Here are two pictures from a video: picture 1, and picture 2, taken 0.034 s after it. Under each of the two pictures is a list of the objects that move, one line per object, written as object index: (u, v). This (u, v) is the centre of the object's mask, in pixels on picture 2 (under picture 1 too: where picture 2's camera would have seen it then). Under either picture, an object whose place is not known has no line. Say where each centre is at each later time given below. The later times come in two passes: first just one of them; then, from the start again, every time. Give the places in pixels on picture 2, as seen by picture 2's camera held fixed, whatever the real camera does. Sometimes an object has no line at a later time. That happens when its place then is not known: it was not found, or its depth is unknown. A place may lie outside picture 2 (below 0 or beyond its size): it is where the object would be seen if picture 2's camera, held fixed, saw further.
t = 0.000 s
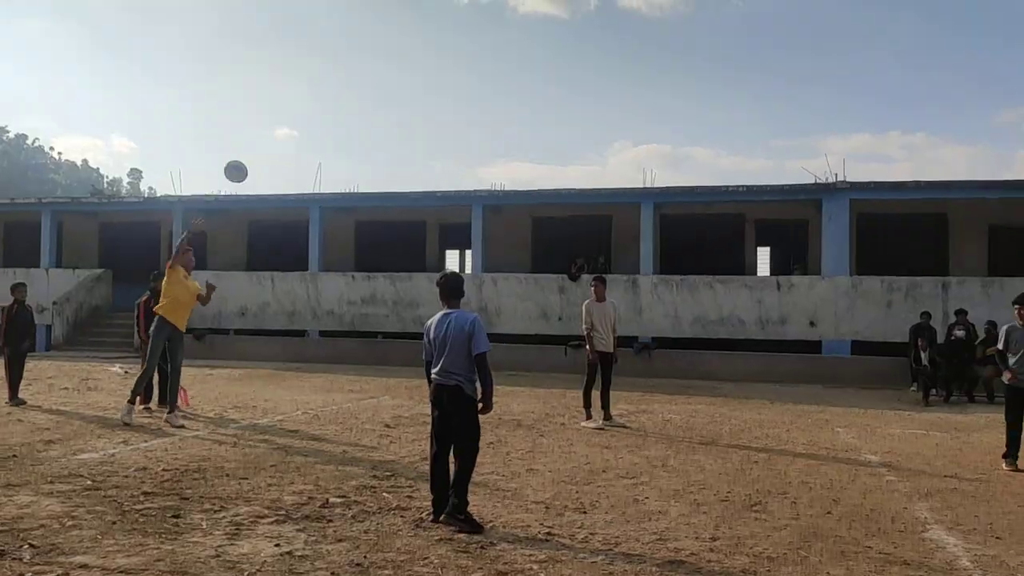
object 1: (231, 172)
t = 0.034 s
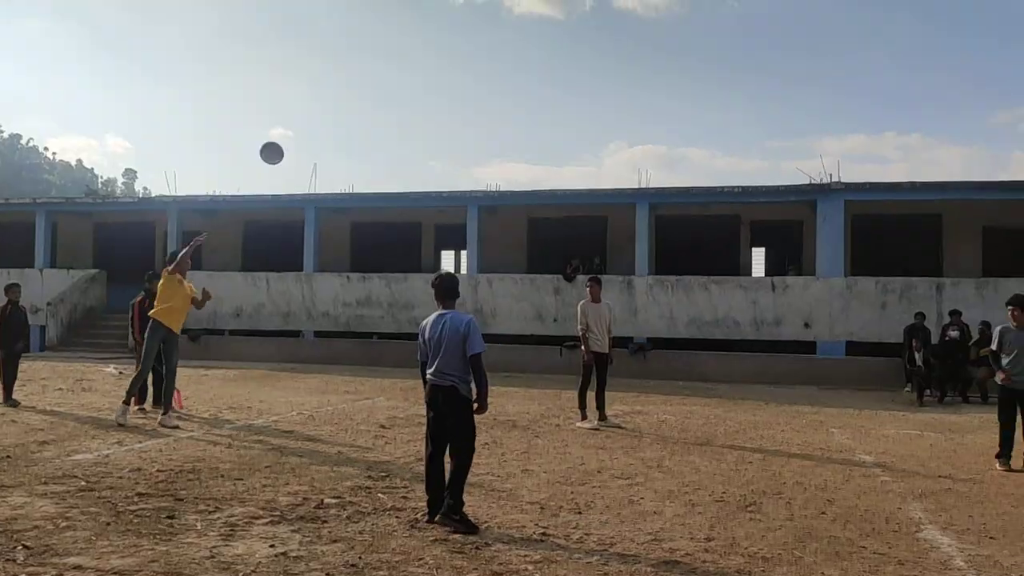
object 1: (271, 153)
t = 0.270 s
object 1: (593, 42)
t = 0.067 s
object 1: (313, 134)
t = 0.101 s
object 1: (356, 117)
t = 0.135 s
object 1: (401, 100)
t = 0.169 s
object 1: (446, 84)
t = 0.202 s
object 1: (493, 69)
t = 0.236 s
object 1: (542, 55)
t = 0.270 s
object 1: (593, 42)
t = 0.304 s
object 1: (645, 30)
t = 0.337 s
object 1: (699, 19)
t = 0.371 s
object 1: (755, 10)
